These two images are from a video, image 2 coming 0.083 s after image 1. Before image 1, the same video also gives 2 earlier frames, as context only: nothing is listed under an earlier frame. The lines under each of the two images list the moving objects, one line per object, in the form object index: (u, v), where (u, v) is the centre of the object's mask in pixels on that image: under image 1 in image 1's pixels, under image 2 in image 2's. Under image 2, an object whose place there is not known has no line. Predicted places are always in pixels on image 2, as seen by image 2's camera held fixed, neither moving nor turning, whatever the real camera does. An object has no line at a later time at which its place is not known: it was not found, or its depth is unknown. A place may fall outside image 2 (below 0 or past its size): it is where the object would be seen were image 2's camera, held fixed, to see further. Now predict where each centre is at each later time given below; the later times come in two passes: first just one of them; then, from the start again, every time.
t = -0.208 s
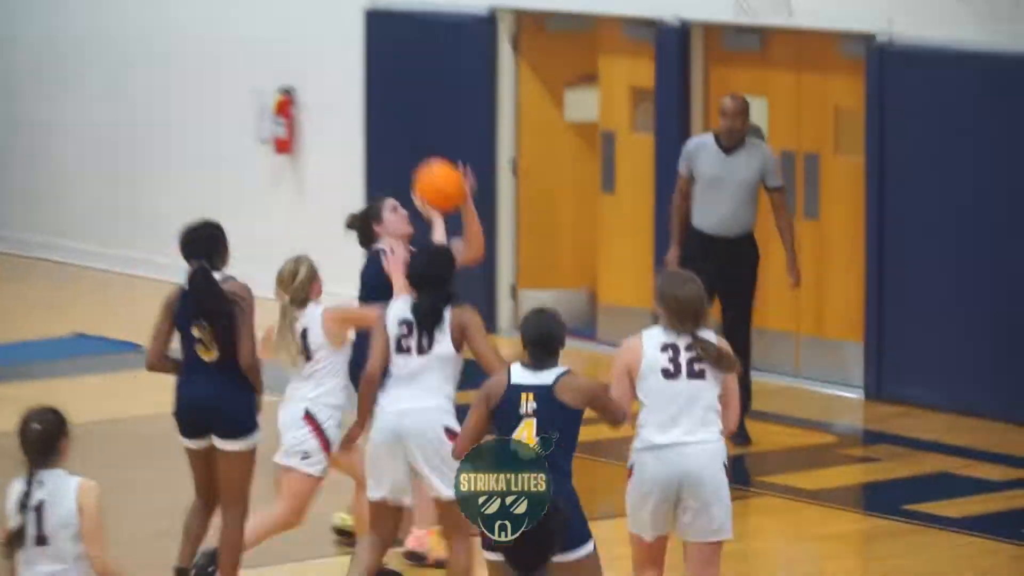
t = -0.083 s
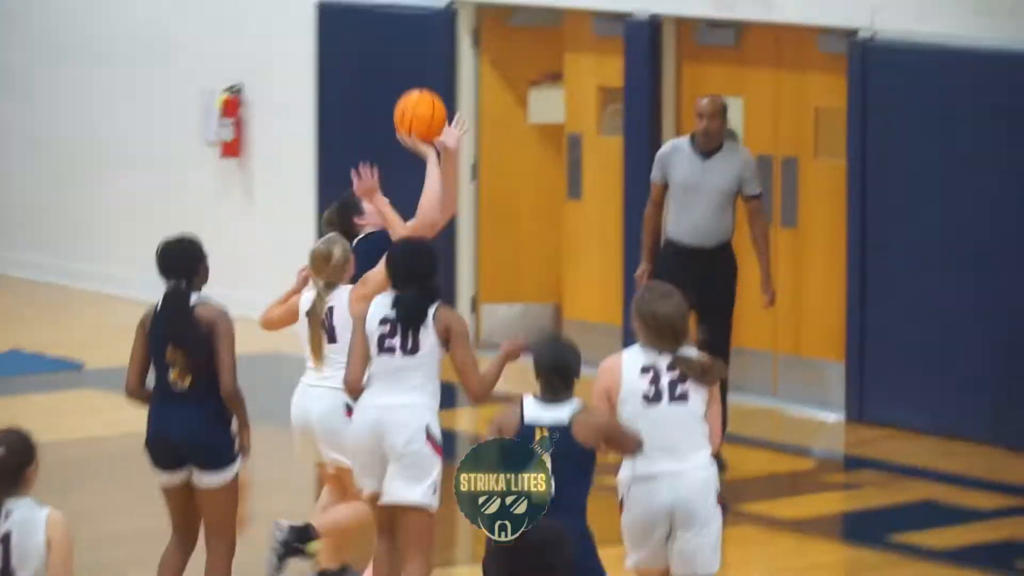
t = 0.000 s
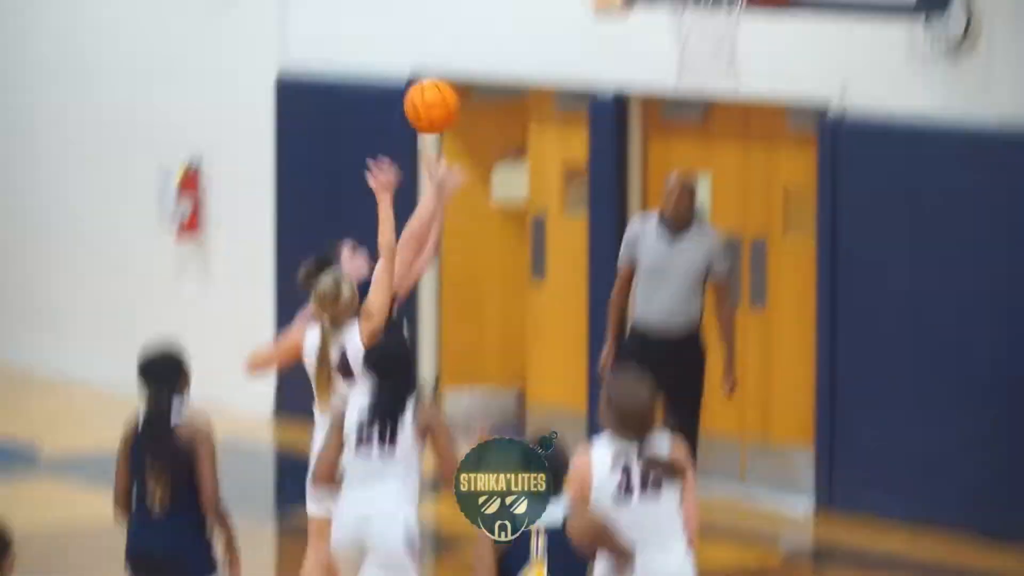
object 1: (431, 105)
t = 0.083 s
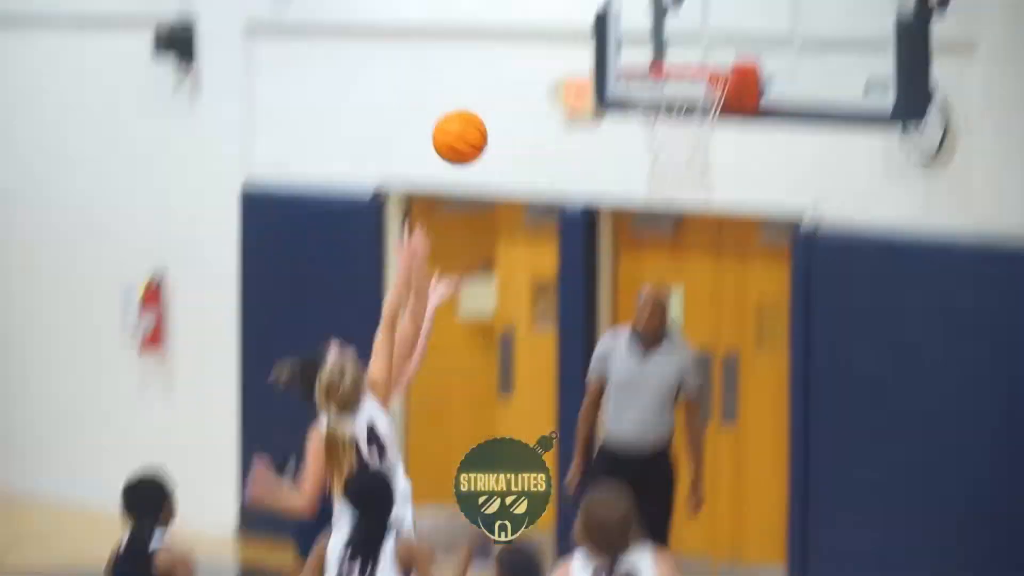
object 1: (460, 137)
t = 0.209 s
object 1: (556, 45)
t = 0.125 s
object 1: (496, 97)
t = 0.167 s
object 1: (520, 74)
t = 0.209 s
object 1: (556, 45)
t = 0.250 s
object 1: (580, 30)
